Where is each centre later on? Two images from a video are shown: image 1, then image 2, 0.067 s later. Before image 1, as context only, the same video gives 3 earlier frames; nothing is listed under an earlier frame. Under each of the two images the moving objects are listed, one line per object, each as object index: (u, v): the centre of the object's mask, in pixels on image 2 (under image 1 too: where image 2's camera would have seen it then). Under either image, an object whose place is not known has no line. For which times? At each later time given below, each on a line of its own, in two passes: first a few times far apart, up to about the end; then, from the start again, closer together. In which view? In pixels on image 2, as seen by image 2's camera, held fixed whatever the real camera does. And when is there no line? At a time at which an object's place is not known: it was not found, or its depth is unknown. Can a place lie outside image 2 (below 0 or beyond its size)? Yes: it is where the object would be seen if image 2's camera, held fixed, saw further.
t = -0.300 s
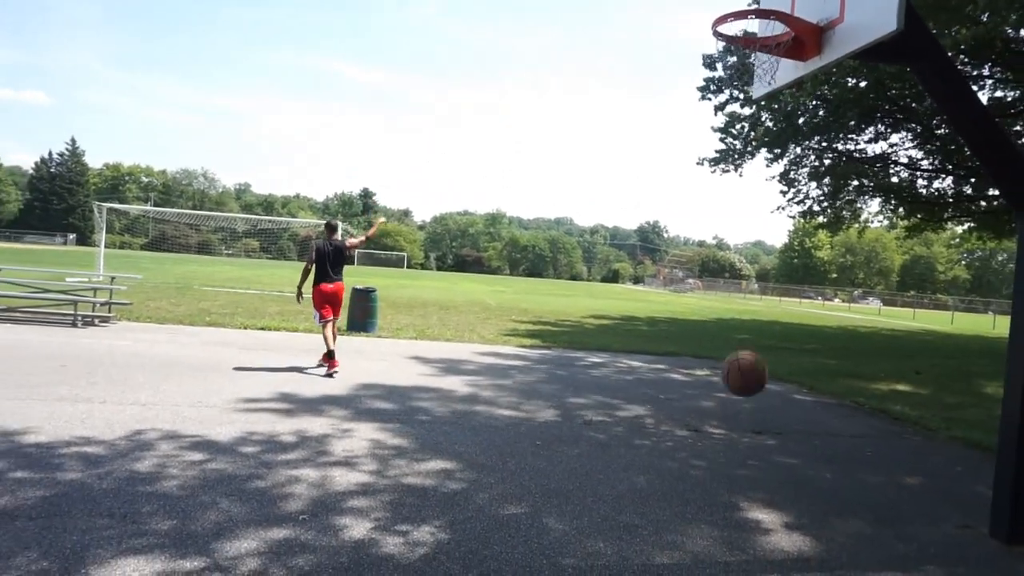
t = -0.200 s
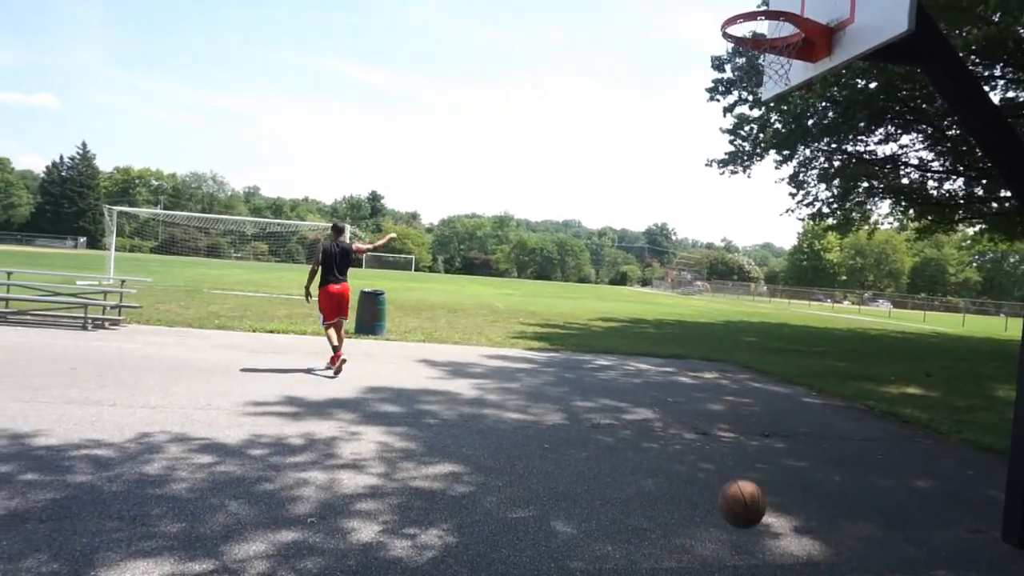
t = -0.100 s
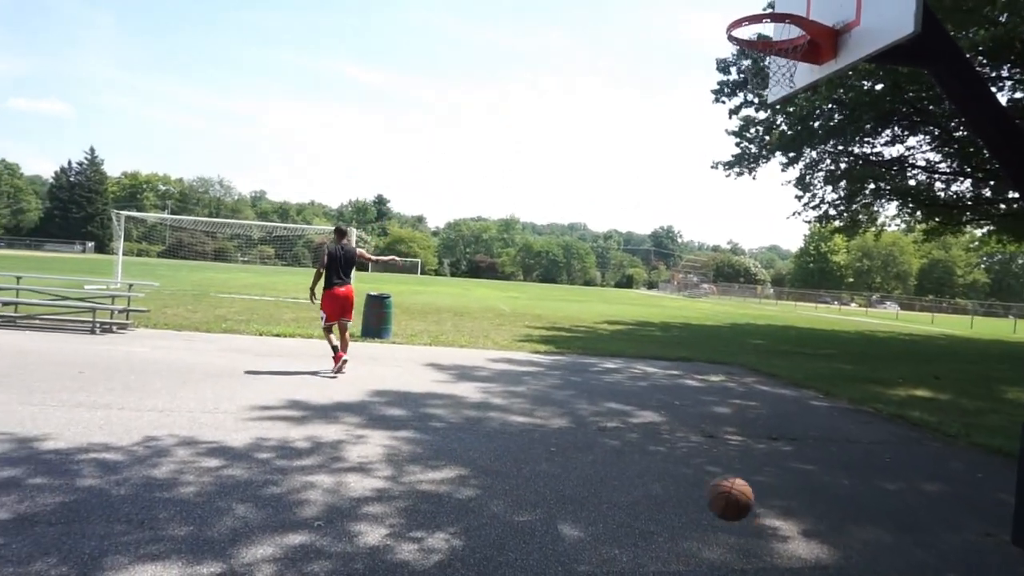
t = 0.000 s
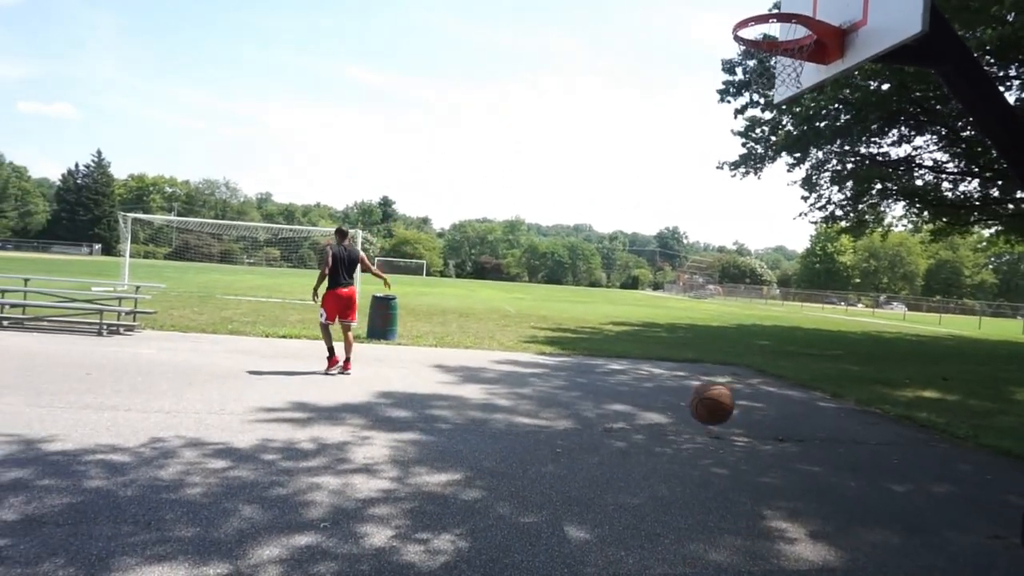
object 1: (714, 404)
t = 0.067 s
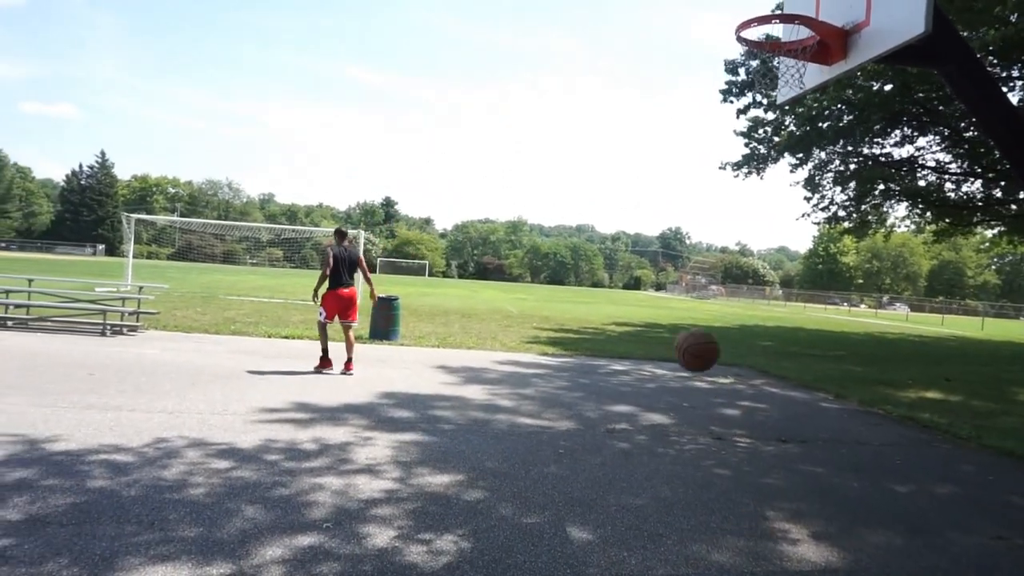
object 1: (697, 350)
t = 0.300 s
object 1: (634, 230)
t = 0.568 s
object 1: (560, 214)
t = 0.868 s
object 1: (477, 337)
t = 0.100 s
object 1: (688, 326)
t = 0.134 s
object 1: (679, 305)
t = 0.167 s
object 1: (670, 285)
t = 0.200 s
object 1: (662, 268)
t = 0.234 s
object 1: (652, 253)
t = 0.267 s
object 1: (643, 241)
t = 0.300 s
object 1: (634, 230)
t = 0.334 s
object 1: (625, 221)
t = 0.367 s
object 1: (615, 214)
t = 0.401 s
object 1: (606, 209)
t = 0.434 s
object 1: (597, 206)
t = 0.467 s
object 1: (588, 205)
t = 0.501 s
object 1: (579, 206)
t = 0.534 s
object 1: (569, 209)
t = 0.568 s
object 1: (560, 214)
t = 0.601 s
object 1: (552, 220)
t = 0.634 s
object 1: (541, 229)
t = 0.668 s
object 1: (533, 239)
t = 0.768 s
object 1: (505, 280)
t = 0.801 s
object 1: (496, 298)
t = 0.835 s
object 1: (486, 317)
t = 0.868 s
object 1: (477, 337)
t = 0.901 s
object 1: (467, 360)
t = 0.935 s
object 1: (457, 383)
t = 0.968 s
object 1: (447, 408)
